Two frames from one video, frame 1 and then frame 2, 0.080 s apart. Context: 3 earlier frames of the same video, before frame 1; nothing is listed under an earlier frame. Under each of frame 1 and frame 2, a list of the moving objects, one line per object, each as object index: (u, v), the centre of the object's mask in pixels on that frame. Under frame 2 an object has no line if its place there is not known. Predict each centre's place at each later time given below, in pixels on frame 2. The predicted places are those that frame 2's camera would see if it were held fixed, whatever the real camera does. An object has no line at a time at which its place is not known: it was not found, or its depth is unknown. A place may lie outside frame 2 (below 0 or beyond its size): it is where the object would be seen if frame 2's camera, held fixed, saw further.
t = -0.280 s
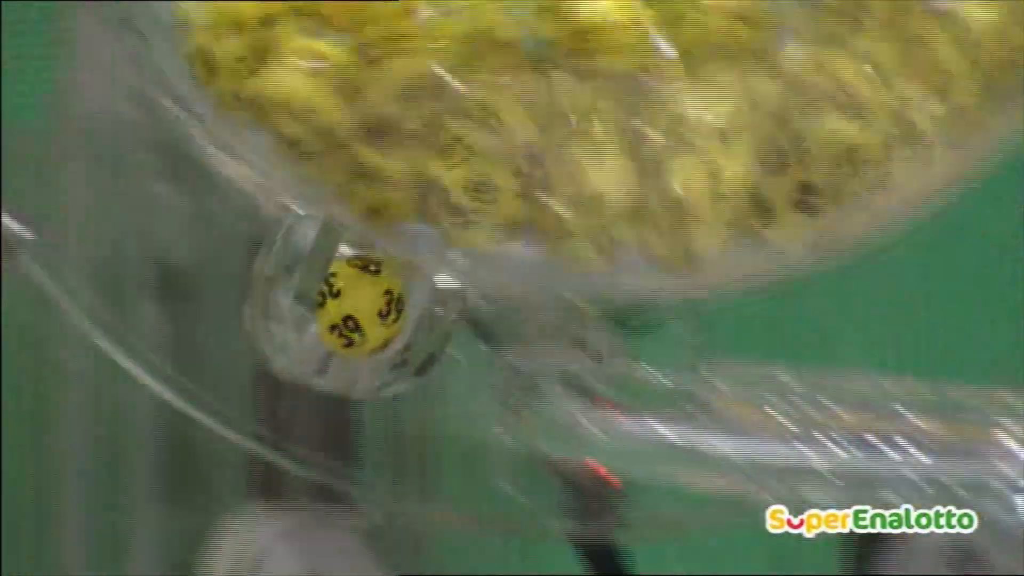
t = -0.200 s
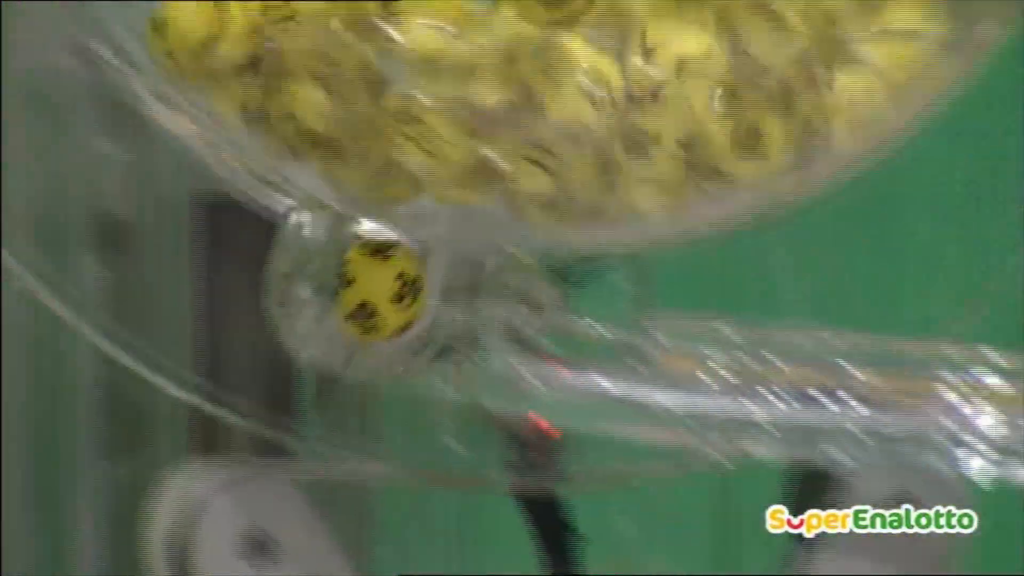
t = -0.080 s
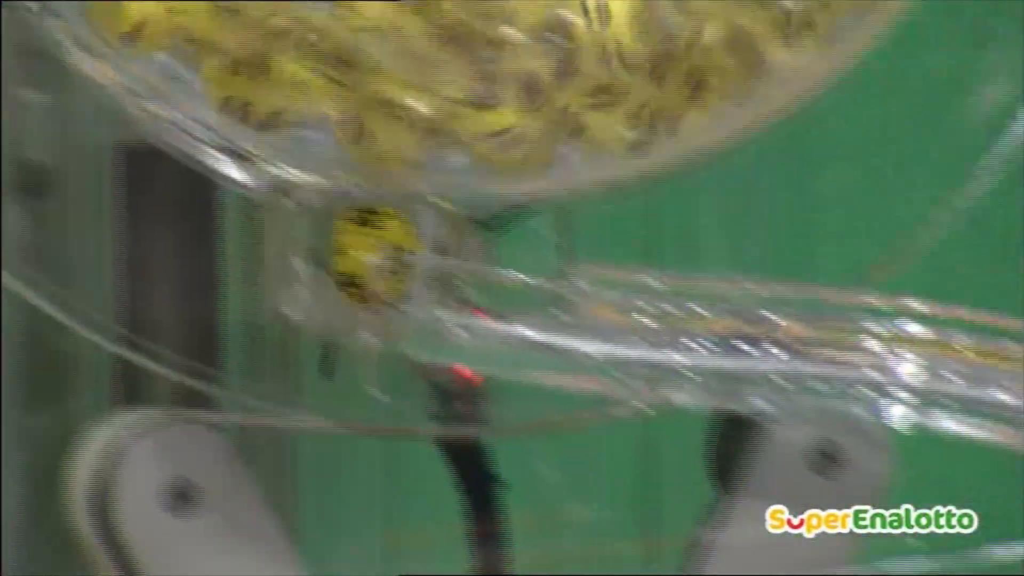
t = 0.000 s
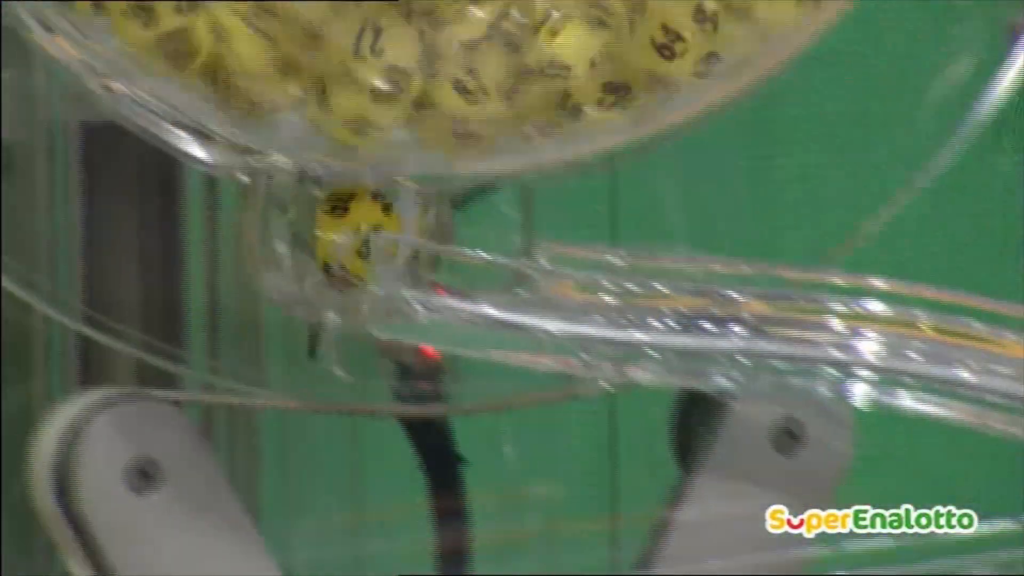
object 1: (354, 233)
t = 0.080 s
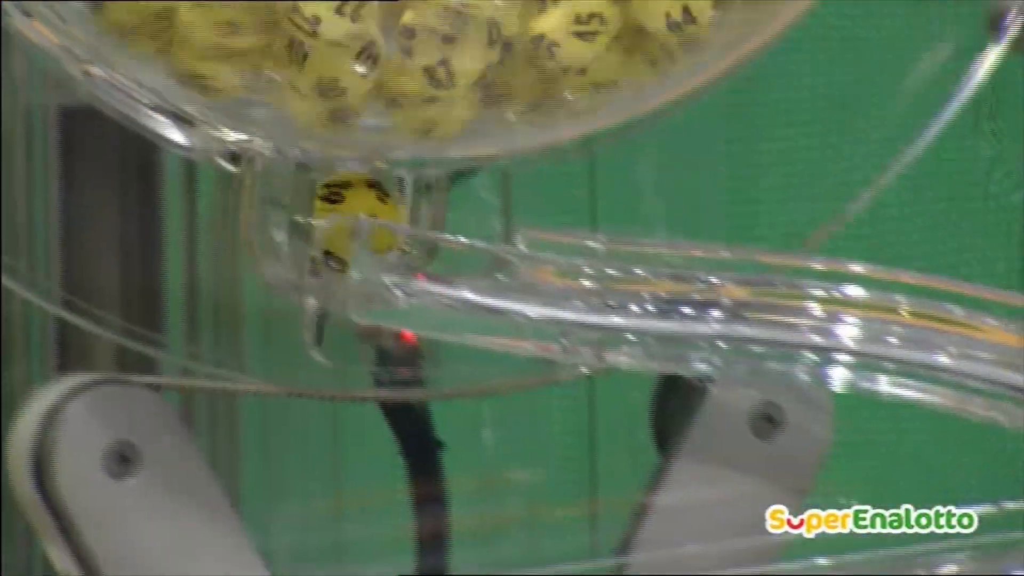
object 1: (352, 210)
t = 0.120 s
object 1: (363, 214)
